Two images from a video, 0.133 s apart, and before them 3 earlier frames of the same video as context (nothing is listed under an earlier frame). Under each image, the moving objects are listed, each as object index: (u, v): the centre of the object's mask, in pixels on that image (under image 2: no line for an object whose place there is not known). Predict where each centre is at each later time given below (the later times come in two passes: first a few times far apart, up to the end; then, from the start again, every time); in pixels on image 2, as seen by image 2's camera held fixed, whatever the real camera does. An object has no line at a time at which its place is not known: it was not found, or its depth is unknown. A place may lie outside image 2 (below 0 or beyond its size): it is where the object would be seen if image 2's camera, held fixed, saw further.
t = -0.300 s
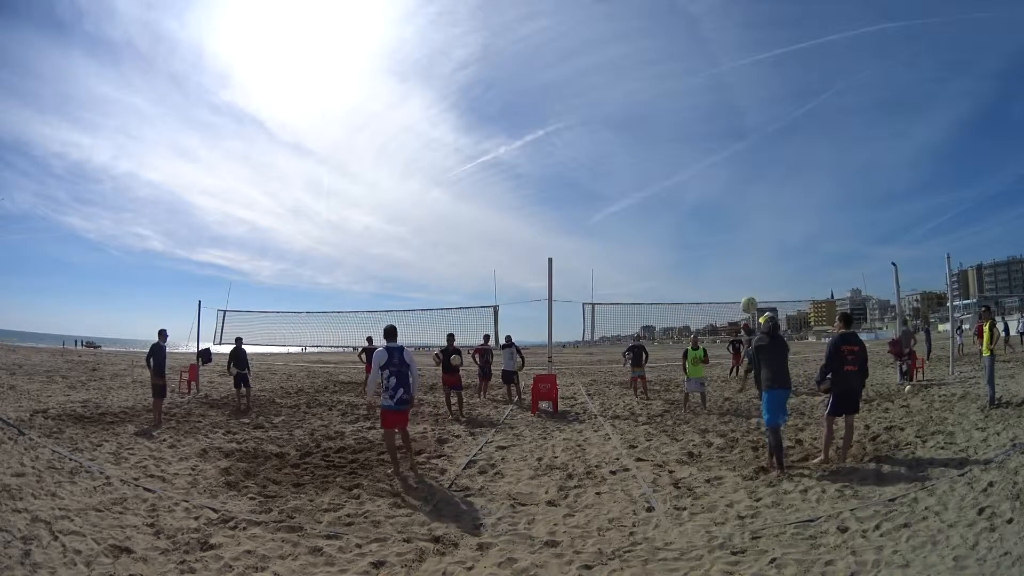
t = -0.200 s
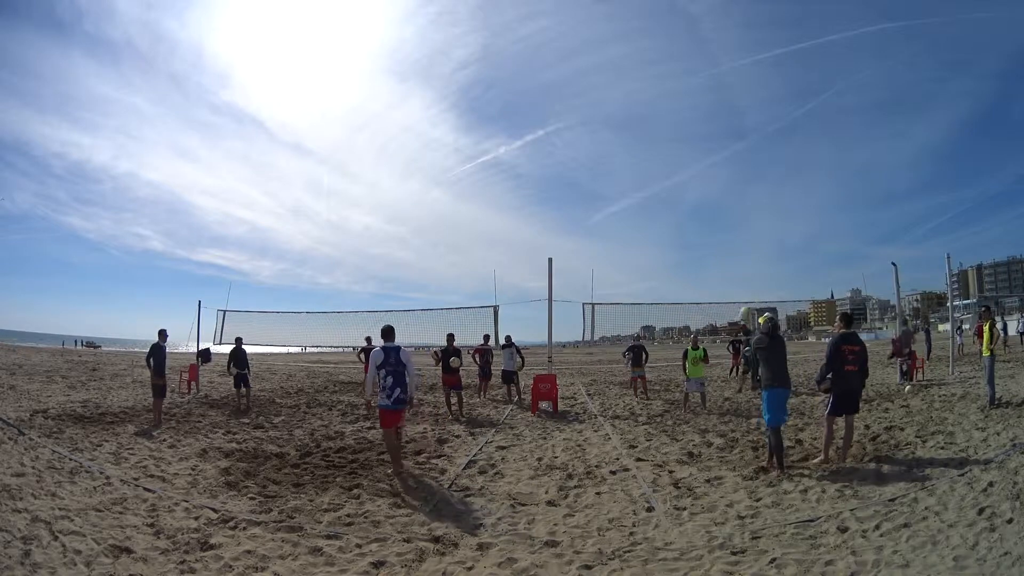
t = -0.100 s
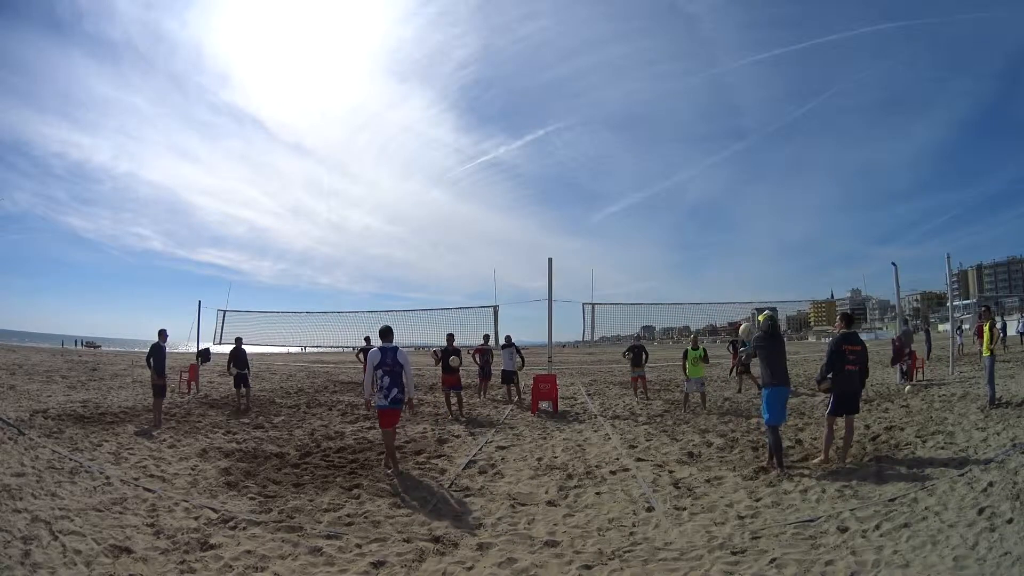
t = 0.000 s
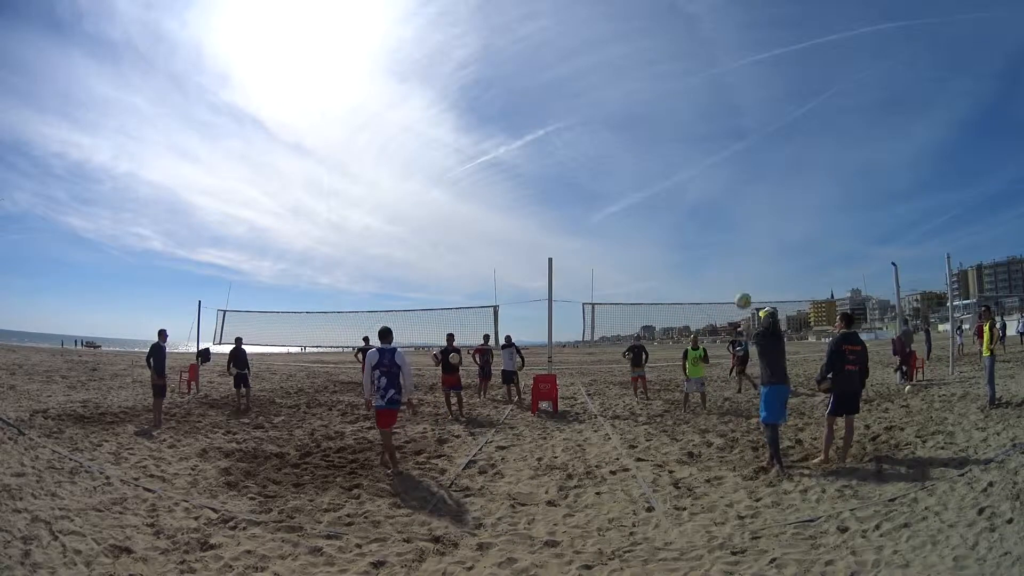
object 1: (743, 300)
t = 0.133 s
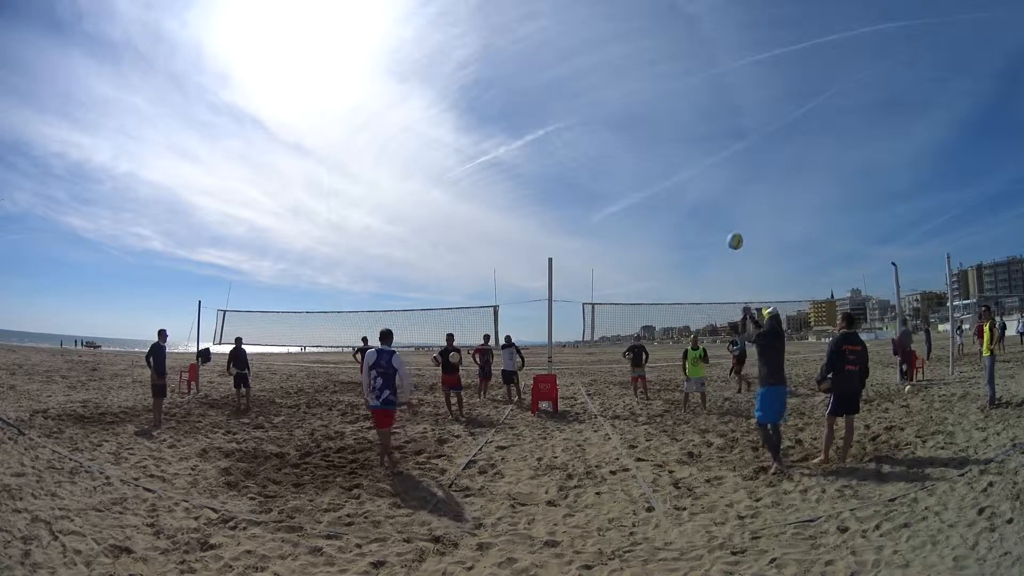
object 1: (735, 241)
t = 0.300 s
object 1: (725, 189)
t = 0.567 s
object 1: (715, 153)
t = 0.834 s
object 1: (713, 163)
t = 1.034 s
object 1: (717, 204)
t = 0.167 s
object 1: (733, 229)
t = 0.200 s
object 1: (731, 218)
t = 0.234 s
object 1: (729, 207)
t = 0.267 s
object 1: (727, 198)
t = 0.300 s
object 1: (725, 189)
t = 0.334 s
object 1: (724, 182)
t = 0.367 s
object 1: (722, 173)
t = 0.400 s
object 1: (721, 169)
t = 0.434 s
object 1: (719, 164)
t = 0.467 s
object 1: (718, 160)
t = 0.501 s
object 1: (717, 157)
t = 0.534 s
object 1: (716, 154)
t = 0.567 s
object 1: (715, 153)
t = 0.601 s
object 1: (715, 151)
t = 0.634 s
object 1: (714, 151)
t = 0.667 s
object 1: (713, 151)
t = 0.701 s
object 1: (713, 152)
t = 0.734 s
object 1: (713, 154)
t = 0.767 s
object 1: (713, 156)
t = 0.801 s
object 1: (713, 159)
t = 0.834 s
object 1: (713, 163)
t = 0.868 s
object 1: (713, 168)
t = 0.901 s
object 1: (714, 173)
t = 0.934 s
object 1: (714, 180)
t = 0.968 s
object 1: (715, 187)
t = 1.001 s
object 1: (716, 195)
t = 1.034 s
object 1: (717, 204)
